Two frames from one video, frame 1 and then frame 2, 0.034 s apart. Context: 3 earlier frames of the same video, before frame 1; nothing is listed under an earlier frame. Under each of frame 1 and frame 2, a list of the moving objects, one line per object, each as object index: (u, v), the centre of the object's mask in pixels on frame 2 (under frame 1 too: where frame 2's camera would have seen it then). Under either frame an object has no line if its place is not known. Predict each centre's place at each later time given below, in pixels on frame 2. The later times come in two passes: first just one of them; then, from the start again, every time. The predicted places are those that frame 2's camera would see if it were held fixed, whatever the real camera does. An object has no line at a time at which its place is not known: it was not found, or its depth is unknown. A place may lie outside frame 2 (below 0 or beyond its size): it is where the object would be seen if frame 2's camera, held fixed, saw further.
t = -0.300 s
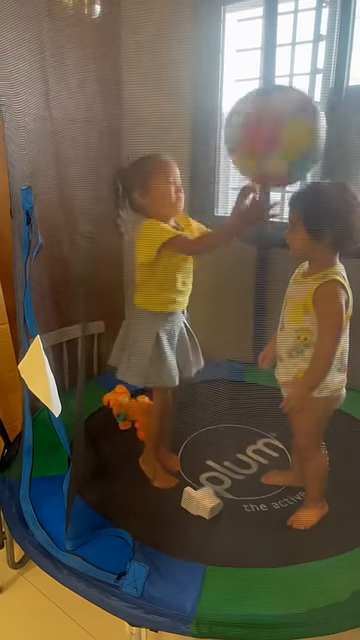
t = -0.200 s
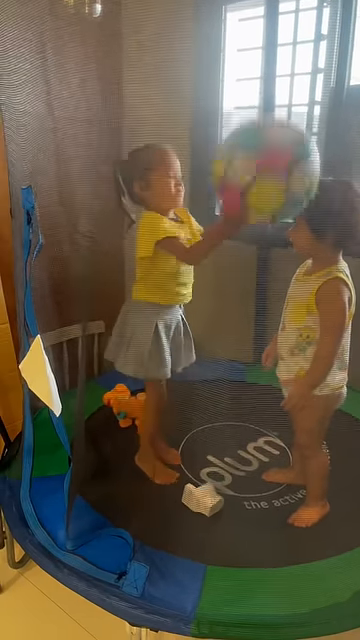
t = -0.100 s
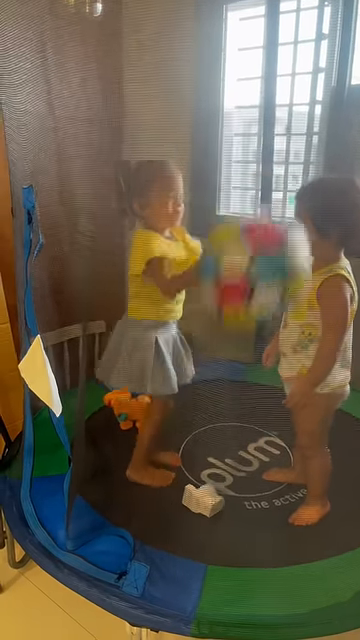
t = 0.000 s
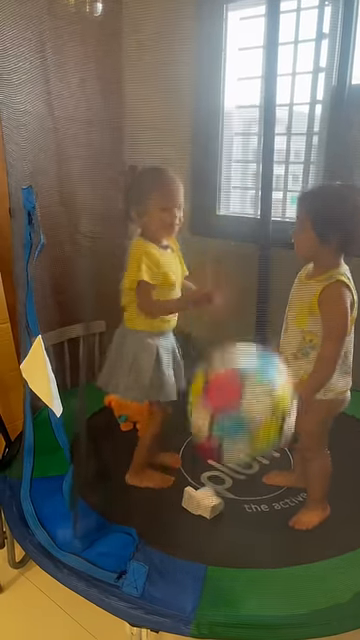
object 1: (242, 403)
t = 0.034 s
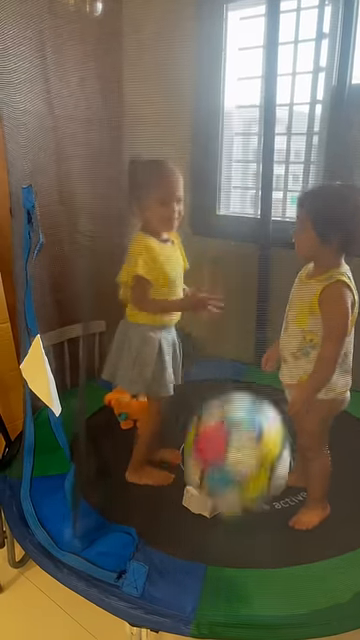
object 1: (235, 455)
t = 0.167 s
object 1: (219, 474)
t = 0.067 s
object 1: (231, 501)
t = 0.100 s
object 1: (225, 539)
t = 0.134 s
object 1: (222, 507)
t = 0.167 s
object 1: (219, 474)
